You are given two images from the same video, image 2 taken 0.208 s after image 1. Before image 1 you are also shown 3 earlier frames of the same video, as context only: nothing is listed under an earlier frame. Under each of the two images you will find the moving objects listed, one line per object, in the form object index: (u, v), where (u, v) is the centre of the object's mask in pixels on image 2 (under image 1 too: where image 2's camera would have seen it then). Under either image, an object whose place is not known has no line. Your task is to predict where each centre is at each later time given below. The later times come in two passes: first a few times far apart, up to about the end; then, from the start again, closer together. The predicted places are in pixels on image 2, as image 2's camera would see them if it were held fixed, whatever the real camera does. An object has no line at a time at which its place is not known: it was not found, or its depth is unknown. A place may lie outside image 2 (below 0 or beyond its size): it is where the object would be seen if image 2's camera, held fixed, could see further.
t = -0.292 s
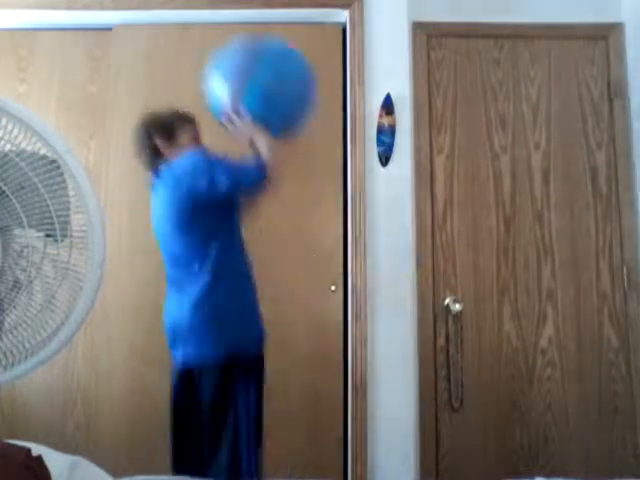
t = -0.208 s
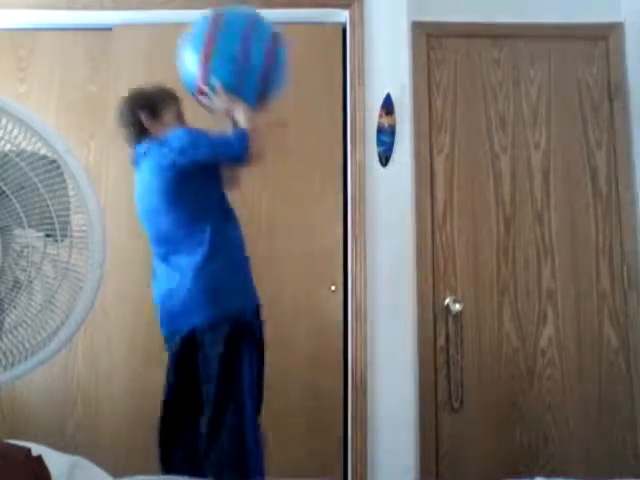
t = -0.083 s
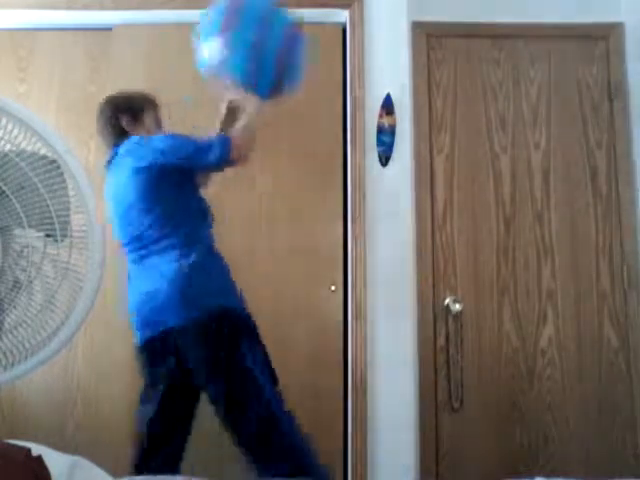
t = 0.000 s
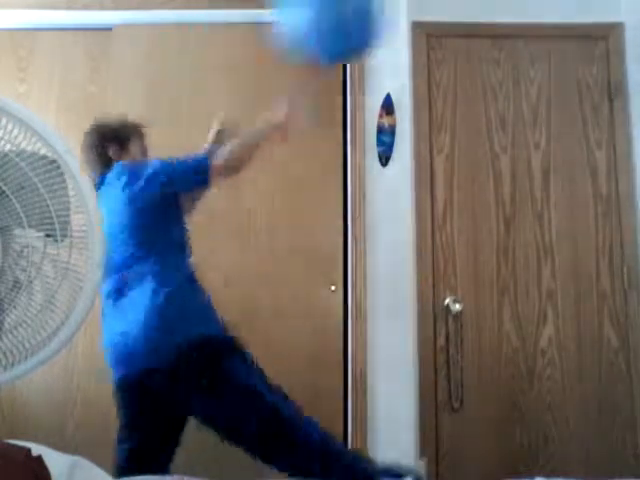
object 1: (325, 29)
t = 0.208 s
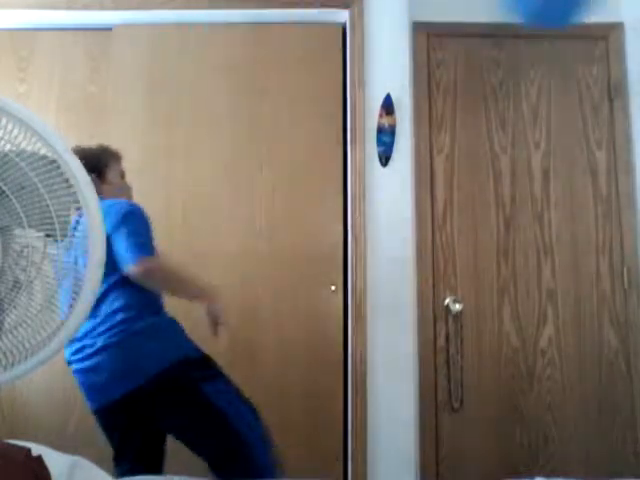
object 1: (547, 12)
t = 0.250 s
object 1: (587, 12)
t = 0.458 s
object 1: (511, 51)
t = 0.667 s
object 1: (323, 219)
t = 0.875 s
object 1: (147, 451)
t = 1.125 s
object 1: (46, 381)
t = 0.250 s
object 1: (587, 12)
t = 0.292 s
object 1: (614, 16)
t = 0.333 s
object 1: (606, 21)
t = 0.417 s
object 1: (545, 37)
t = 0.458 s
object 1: (511, 51)
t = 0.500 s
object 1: (473, 74)
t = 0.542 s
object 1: (441, 101)
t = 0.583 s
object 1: (399, 138)
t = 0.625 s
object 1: (360, 175)
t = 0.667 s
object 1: (323, 219)
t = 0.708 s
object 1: (288, 265)
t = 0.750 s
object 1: (251, 316)
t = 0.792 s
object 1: (210, 369)
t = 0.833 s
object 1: (172, 423)
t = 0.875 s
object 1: (147, 451)
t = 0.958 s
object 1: (96, 451)
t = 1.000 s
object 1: (76, 430)
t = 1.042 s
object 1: (57, 409)
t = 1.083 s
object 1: (49, 396)
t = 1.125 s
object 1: (46, 381)
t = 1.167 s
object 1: (39, 372)
